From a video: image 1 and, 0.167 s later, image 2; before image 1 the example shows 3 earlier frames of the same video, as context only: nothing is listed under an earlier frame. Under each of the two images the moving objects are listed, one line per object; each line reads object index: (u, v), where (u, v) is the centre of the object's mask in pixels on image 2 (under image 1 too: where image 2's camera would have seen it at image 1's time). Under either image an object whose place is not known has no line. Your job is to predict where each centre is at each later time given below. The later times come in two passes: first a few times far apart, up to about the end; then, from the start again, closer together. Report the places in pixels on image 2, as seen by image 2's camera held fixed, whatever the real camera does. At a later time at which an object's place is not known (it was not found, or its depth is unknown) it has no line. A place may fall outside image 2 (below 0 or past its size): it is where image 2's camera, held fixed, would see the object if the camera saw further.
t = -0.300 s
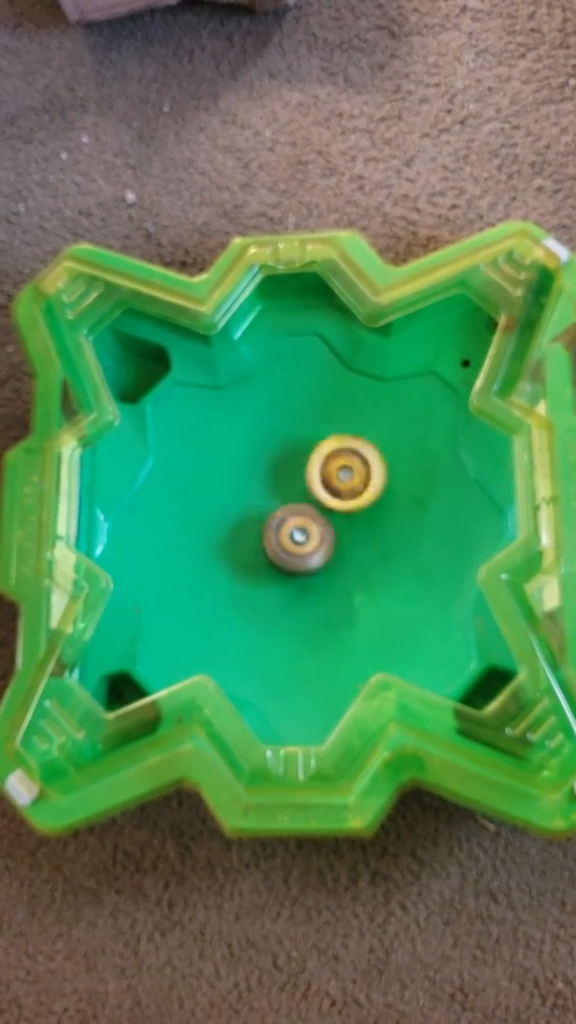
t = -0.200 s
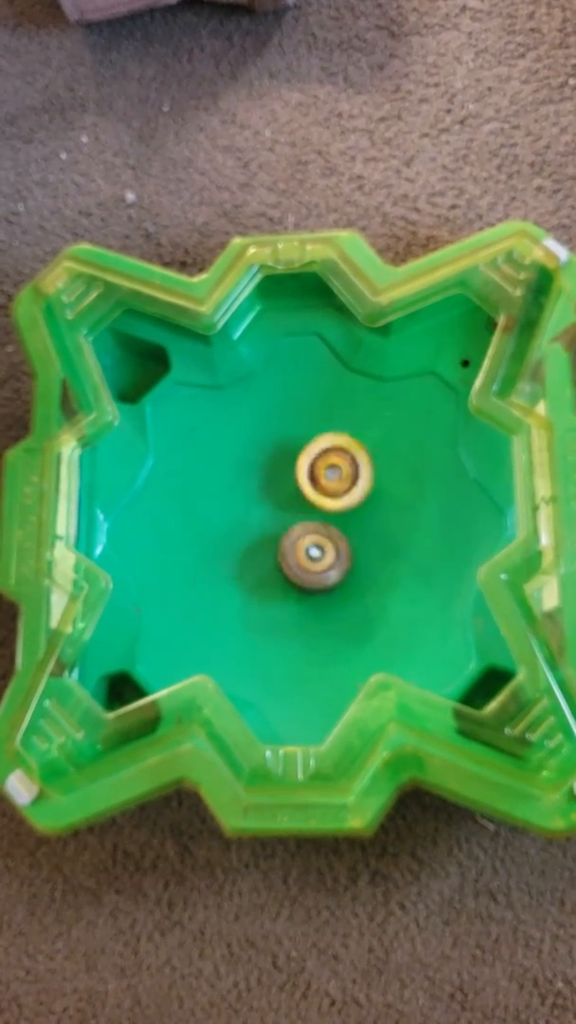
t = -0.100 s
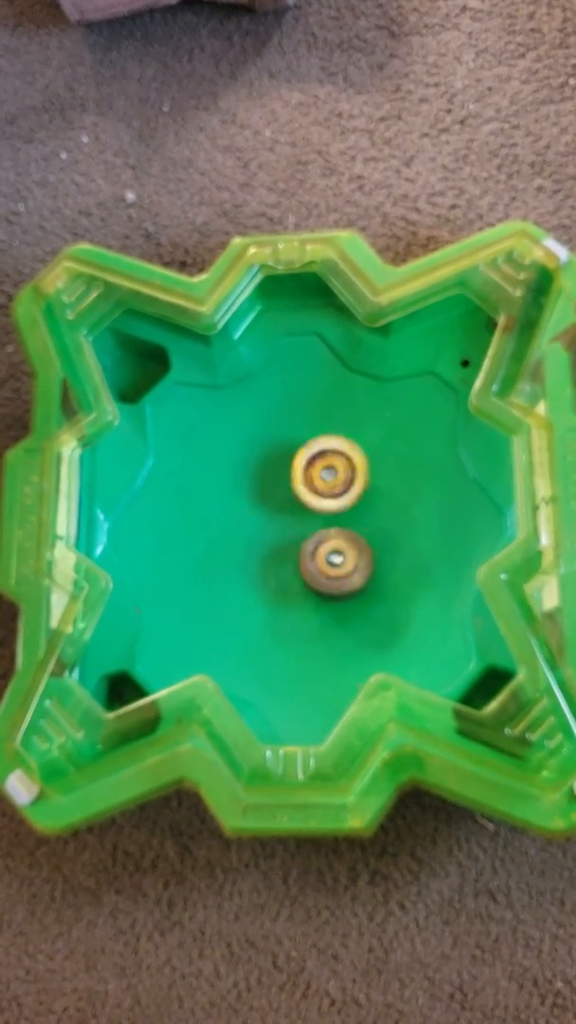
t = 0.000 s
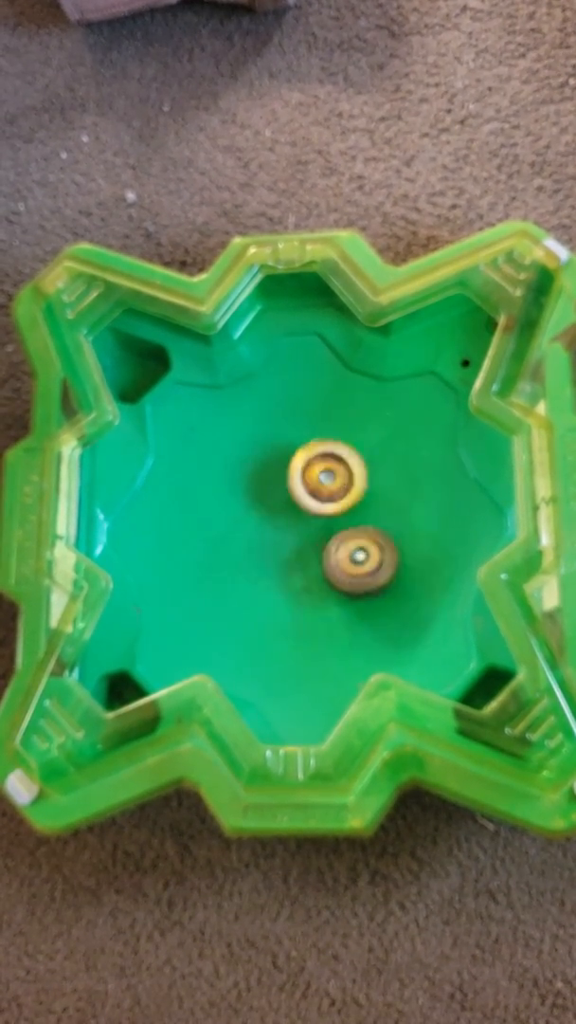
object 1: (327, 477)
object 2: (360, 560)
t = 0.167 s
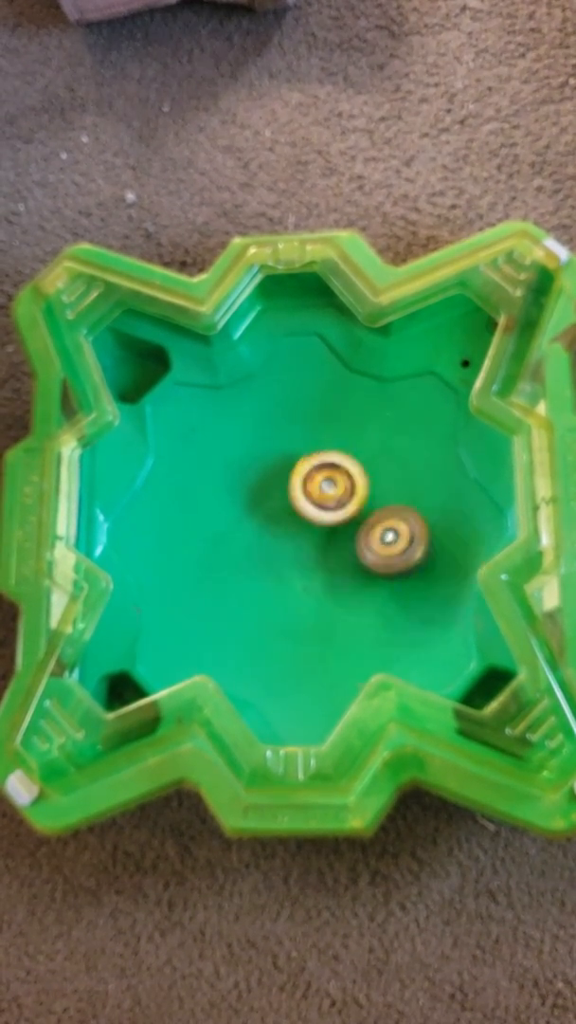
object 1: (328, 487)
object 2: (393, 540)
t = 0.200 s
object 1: (330, 490)
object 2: (397, 534)
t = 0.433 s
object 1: (323, 495)
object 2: (411, 479)
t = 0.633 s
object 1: (326, 495)
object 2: (379, 428)
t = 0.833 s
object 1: (332, 490)
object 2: (334, 409)
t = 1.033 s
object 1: (346, 483)
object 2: (296, 421)
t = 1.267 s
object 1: (373, 481)
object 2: (273, 483)
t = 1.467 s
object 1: (381, 465)
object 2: (290, 548)
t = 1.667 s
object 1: (365, 465)
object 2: (337, 577)
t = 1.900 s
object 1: (344, 484)
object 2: (396, 549)
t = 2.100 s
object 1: (332, 499)
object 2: (428, 484)
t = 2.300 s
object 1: (345, 508)
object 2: (405, 423)
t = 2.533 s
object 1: (351, 494)
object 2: (339, 404)
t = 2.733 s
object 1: (349, 484)
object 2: (287, 438)
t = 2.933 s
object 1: (349, 477)
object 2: (270, 501)
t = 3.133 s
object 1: (353, 478)
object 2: (310, 550)
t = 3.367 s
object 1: (326, 487)
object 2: (386, 535)
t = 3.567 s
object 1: (318, 516)
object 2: (406, 456)
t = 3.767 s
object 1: (312, 538)
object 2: (394, 400)
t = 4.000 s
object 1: (311, 546)
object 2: (356, 420)
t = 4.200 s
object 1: (305, 518)
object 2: (282, 447)
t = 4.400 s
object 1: (297, 513)
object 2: (273, 432)
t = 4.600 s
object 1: (307, 521)
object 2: (289, 450)
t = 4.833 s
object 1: (313, 531)
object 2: (310, 421)
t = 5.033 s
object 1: (311, 526)
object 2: (311, 440)
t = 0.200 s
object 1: (330, 490)
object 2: (397, 534)
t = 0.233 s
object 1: (331, 491)
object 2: (401, 527)
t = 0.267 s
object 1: (329, 492)
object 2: (407, 520)
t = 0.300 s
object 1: (327, 493)
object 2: (412, 512)
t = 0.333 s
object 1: (324, 494)
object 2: (414, 504)
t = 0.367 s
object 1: (323, 496)
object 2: (415, 496)
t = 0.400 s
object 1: (324, 495)
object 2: (413, 488)
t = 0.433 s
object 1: (323, 495)
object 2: (411, 479)
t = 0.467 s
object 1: (322, 497)
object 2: (408, 469)
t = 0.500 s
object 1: (323, 497)
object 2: (403, 460)
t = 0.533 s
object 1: (324, 496)
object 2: (398, 451)
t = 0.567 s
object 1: (324, 497)
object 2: (393, 442)
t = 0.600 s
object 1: (325, 497)
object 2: (386, 434)
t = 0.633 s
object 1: (326, 495)
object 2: (379, 428)
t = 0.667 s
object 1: (324, 496)
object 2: (372, 423)
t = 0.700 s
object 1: (327, 496)
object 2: (365, 417)
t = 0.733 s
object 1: (329, 495)
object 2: (356, 414)
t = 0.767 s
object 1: (328, 492)
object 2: (348, 411)
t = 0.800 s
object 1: (329, 493)
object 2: (341, 409)
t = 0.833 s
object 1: (332, 490)
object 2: (334, 409)
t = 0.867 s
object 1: (333, 486)
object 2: (328, 410)
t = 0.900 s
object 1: (332, 487)
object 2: (322, 411)
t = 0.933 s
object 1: (336, 486)
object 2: (315, 413)
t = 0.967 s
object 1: (338, 483)
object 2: (310, 415)
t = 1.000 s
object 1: (342, 482)
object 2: (303, 418)
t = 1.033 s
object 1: (346, 483)
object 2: (296, 421)
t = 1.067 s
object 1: (352, 484)
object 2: (291, 425)
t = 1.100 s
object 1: (355, 483)
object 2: (287, 432)
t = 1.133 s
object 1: (356, 485)
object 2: (282, 441)
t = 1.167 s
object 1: (361, 486)
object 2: (278, 450)
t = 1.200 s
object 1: (367, 485)
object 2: (276, 461)
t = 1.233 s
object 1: (371, 482)
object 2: (273, 472)
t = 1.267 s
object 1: (373, 481)
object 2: (273, 483)
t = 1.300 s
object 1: (377, 479)
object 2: (273, 495)
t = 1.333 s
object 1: (380, 476)
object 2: (274, 507)
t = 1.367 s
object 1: (381, 472)
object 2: (276, 518)
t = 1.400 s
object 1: (381, 471)
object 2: (280, 529)
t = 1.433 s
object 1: (382, 468)
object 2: (284, 539)
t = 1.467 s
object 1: (381, 465)
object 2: (290, 548)
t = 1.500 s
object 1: (378, 464)
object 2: (296, 556)
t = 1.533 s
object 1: (376, 463)
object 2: (304, 563)
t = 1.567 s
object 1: (375, 462)
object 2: (312, 569)
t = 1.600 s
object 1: (371, 461)
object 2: (318, 573)
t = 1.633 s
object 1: (368, 463)
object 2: (327, 576)
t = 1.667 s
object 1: (365, 465)
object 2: (337, 577)
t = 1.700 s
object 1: (362, 466)
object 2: (344, 577)
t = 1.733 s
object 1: (358, 468)
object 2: (353, 575)
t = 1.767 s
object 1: (355, 472)
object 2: (361, 572)
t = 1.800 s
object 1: (352, 476)
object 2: (369, 567)
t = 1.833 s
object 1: (351, 480)
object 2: (376, 562)
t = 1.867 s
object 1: (350, 483)
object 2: (385, 554)
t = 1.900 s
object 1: (344, 484)
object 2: (396, 549)
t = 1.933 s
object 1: (337, 486)
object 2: (404, 542)
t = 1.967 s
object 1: (333, 491)
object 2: (412, 532)
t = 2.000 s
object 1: (335, 496)
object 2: (418, 521)
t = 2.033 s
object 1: (336, 496)
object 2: (423, 509)
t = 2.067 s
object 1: (335, 496)
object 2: (426, 496)
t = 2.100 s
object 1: (332, 499)
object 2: (428, 484)
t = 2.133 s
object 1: (334, 504)
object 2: (429, 472)
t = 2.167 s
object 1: (337, 506)
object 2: (427, 461)
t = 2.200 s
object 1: (339, 506)
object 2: (424, 451)
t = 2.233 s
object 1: (338, 506)
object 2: (419, 440)
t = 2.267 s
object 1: (340, 509)
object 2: (413, 432)
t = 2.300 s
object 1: (345, 508)
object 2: (405, 423)
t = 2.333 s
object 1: (347, 506)
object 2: (397, 415)
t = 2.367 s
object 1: (348, 504)
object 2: (387, 409)
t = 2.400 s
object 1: (349, 504)
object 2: (378, 405)
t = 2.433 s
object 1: (353, 501)
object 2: (368, 402)
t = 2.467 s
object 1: (353, 498)
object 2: (360, 402)
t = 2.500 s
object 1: (352, 496)
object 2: (348, 401)
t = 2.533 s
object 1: (351, 494)
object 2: (339, 404)
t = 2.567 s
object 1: (352, 492)
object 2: (329, 406)
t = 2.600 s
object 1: (351, 488)
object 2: (320, 411)
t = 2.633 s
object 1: (347, 486)
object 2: (310, 416)
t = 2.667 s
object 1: (344, 484)
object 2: (303, 424)
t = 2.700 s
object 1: (346, 486)
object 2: (294, 430)
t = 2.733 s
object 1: (349, 484)
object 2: (287, 438)
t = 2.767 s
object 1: (347, 482)
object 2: (282, 446)
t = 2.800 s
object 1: (344, 483)
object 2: (276, 456)
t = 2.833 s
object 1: (351, 483)
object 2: (269, 469)
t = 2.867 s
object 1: (354, 479)
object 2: (268, 482)
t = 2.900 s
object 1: (353, 477)
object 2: (269, 492)
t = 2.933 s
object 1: (349, 477)
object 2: (270, 501)
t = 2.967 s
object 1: (346, 480)
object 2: (272, 512)
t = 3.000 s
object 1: (347, 483)
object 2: (278, 524)
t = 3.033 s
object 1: (350, 486)
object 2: (284, 532)
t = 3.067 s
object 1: (353, 486)
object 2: (292, 539)
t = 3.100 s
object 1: (355, 482)
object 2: (300, 546)
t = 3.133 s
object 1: (353, 478)
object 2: (310, 550)
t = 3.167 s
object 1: (347, 478)
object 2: (322, 554)
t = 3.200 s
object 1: (343, 481)
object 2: (333, 555)
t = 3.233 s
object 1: (340, 480)
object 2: (345, 556)
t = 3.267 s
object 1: (336, 479)
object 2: (354, 554)
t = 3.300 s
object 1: (332, 482)
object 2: (367, 549)
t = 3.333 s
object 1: (329, 486)
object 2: (376, 543)
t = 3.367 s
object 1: (326, 487)
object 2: (386, 535)
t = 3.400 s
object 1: (322, 490)
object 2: (392, 526)
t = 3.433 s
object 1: (323, 496)
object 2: (395, 515)
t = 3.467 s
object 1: (323, 500)
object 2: (402, 499)
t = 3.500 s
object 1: (320, 507)
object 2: (405, 485)
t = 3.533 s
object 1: (319, 511)
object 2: (406, 471)
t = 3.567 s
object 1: (318, 516)
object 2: (406, 456)
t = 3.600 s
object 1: (316, 519)
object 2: (407, 443)
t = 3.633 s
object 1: (314, 523)
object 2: (405, 430)
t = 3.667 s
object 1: (315, 528)
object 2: (403, 420)
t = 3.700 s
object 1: (314, 531)
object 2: (401, 410)
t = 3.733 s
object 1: (312, 534)
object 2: (399, 405)
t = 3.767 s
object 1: (312, 538)
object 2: (394, 400)
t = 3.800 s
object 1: (311, 542)
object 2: (392, 400)
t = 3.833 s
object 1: (311, 545)
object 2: (388, 398)
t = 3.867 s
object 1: (311, 548)
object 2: (384, 400)
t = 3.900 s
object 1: (310, 550)
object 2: (380, 402)
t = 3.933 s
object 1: (309, 550)
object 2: (372, 405)
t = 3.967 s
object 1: (310, 549)
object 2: (367, 412)
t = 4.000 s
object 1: (311, 546)
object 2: (356, 420)
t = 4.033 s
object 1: (312, 543)
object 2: (347, 428)
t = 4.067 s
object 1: (312, 539)
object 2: (335, 436)
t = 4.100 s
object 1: (312, 533)
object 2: (321, 443)
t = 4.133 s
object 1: (310, 526)
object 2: (307, 448)
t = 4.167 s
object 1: (308, 521)
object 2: (293, 449)
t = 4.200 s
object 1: (305, 518)
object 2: (282, 447)
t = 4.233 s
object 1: (302, 515)
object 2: (276, 444)
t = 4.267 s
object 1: (299, 514)
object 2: (274, 439)
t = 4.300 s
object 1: (298, 513)
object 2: (273, 435)
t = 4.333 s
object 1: (297, 513)
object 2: (273, 433)
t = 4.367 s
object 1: (297, 513)
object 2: (273, 432)
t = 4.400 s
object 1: (297, 513)
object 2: (273, 432)
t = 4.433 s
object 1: (299, 514)
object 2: (273, 434)
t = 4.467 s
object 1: (302, 514)
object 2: (274, 436)
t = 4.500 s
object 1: (304, 517)
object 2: (275, 440)
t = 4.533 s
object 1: (305, 518)
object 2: (277, 446)
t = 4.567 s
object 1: (306, 519)
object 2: (282, 449)
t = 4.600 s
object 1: (307, 521)
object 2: (289, 450)
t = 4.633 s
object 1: (309, 522)
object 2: (299, 448)
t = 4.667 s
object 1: (309, 523)
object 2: (307, 444)
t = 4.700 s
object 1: (310, 524)
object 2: (311, 437)
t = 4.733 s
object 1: (311, 526)
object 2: (313, 430)
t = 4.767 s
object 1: (312, 528)
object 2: (313, 425)
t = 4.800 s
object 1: (313, 530)
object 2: (311, 422)
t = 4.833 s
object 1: (313, 531)
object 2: (310, 421)
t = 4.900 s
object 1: (313, 532)
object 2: (311, 422)
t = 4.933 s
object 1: (313, 531)
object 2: (313, 425)
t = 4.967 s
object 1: (312, 529)
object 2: (313, 429)
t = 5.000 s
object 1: (312, 527)
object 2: (313, 434)
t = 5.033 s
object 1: (311, 526)
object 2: (311, 440)
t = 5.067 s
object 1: (311, 527)
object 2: (307, 445)
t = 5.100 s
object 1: (312, 527)
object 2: (303, 449)
